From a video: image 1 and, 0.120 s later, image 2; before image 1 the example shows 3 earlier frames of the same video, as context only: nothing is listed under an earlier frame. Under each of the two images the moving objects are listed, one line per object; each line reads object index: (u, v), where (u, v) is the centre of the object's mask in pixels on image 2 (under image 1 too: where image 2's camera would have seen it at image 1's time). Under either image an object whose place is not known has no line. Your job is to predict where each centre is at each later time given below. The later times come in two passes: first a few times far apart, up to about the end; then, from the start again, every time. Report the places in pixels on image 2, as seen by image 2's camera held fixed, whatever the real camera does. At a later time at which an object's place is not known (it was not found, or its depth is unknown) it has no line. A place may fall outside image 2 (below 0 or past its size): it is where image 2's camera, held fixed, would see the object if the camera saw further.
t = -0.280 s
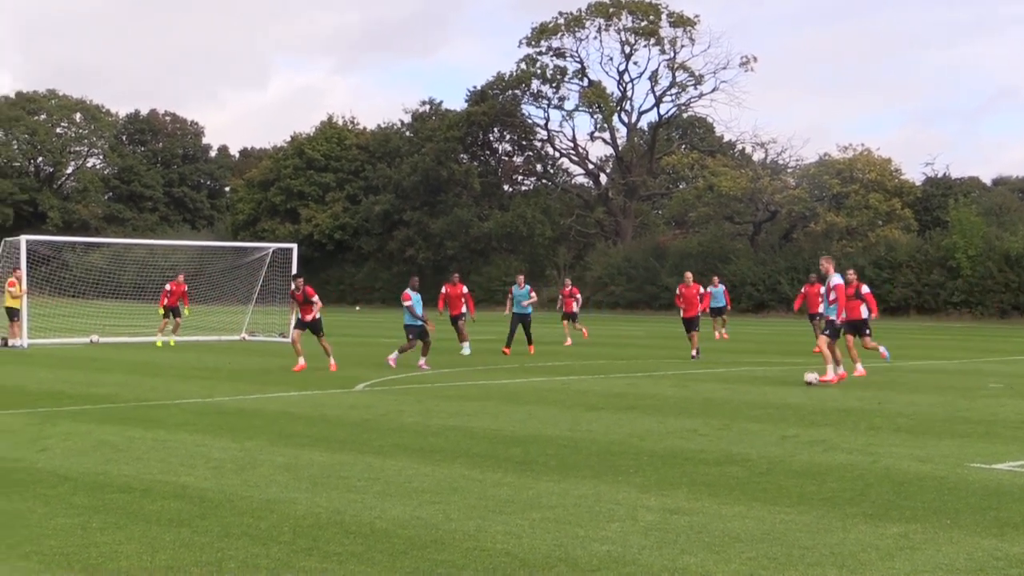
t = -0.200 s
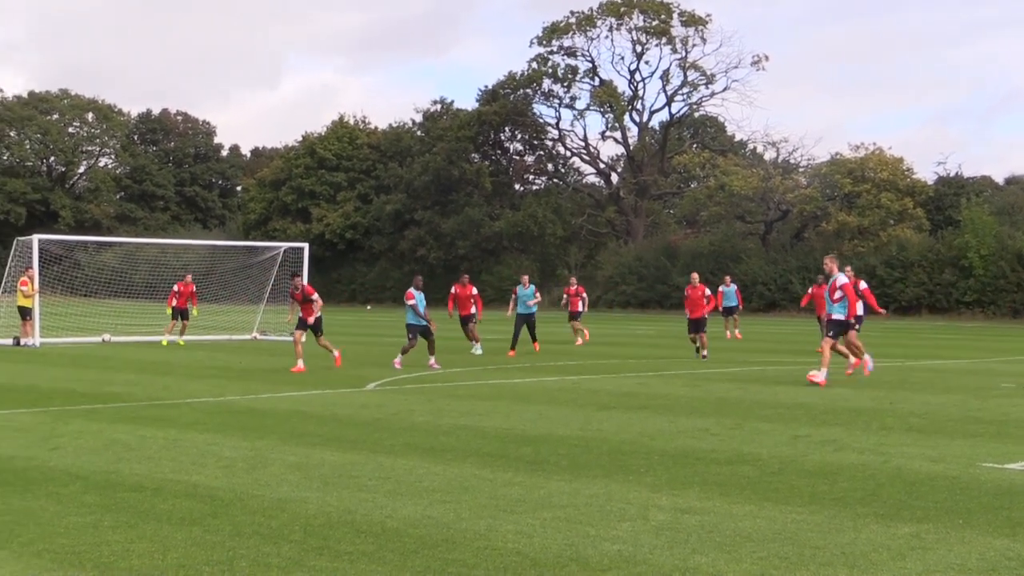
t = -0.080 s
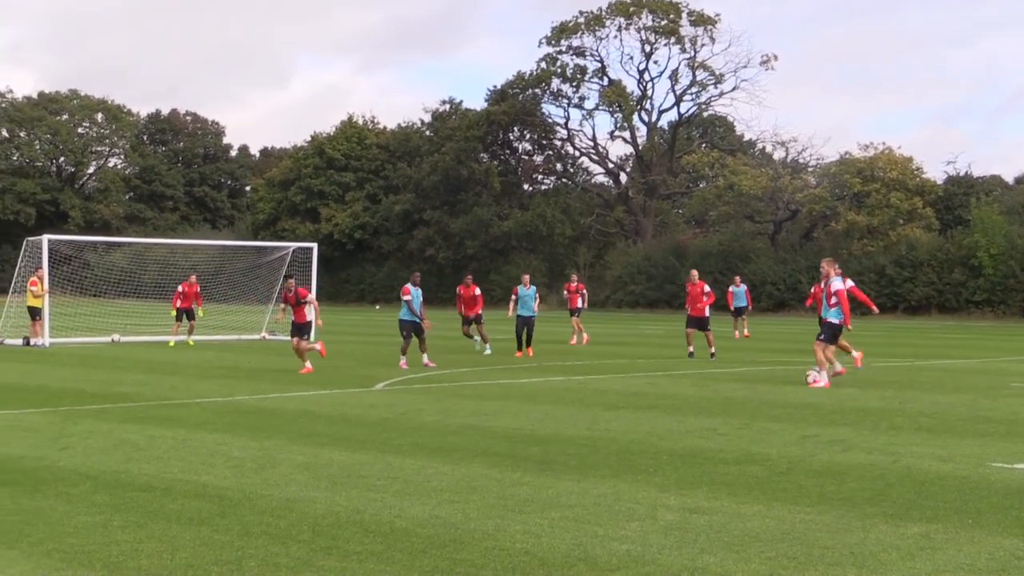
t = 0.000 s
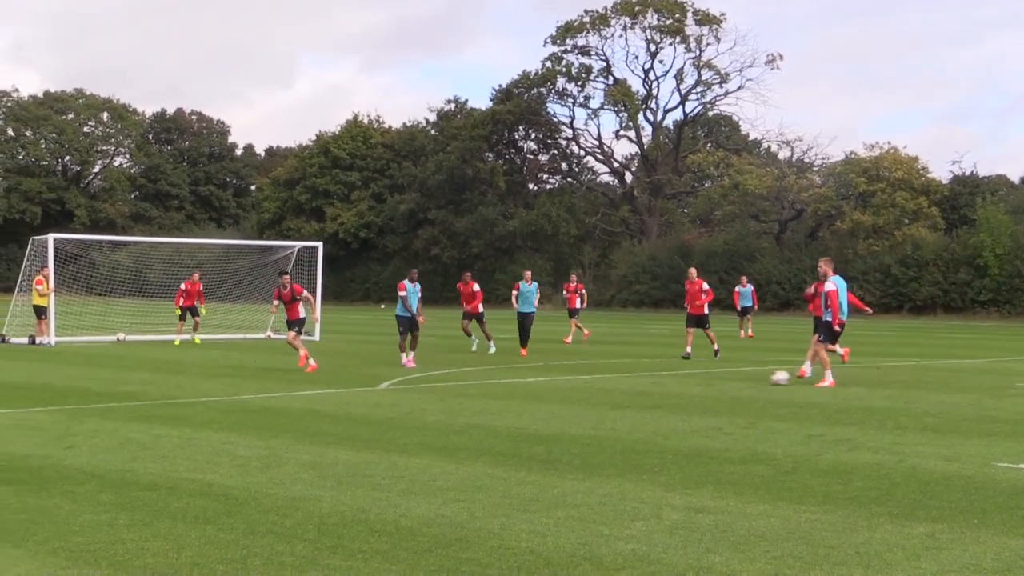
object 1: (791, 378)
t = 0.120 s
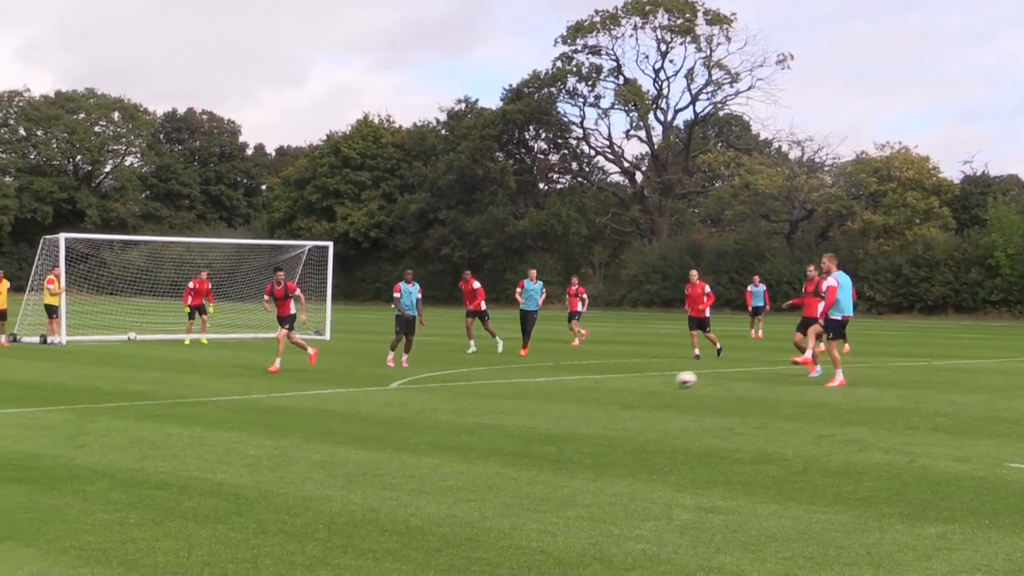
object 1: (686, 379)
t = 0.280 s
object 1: (548, 383)
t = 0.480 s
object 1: (378, 390)
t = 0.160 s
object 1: (651, 382)
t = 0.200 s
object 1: (617, 383)
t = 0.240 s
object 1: (582, 383)
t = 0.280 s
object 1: (548, 383)
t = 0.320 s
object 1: (514, 384)
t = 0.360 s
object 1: (479, 388)
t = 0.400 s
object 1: (444, 390)
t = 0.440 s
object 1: (411, 390)
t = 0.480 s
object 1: (378, 390)
